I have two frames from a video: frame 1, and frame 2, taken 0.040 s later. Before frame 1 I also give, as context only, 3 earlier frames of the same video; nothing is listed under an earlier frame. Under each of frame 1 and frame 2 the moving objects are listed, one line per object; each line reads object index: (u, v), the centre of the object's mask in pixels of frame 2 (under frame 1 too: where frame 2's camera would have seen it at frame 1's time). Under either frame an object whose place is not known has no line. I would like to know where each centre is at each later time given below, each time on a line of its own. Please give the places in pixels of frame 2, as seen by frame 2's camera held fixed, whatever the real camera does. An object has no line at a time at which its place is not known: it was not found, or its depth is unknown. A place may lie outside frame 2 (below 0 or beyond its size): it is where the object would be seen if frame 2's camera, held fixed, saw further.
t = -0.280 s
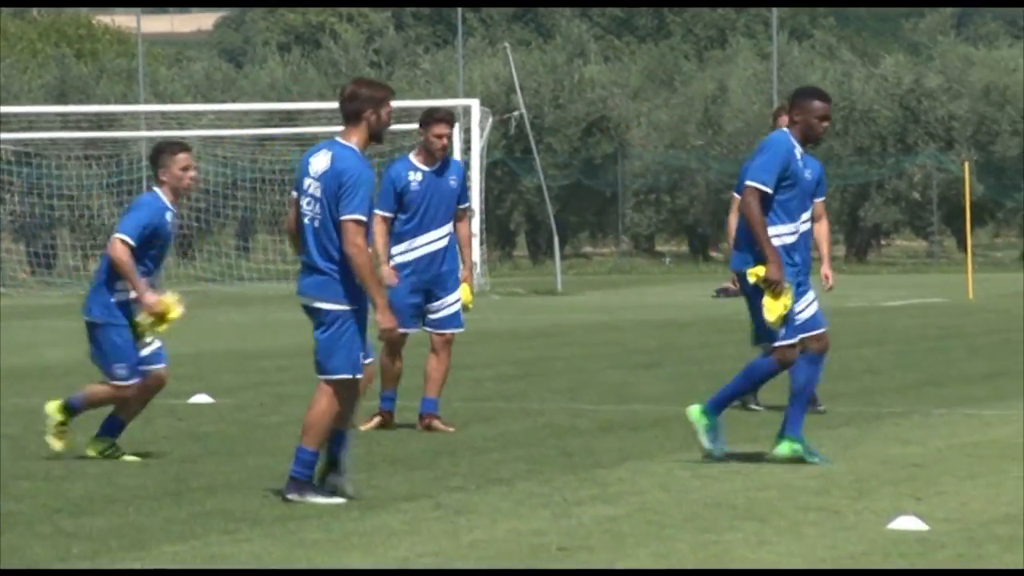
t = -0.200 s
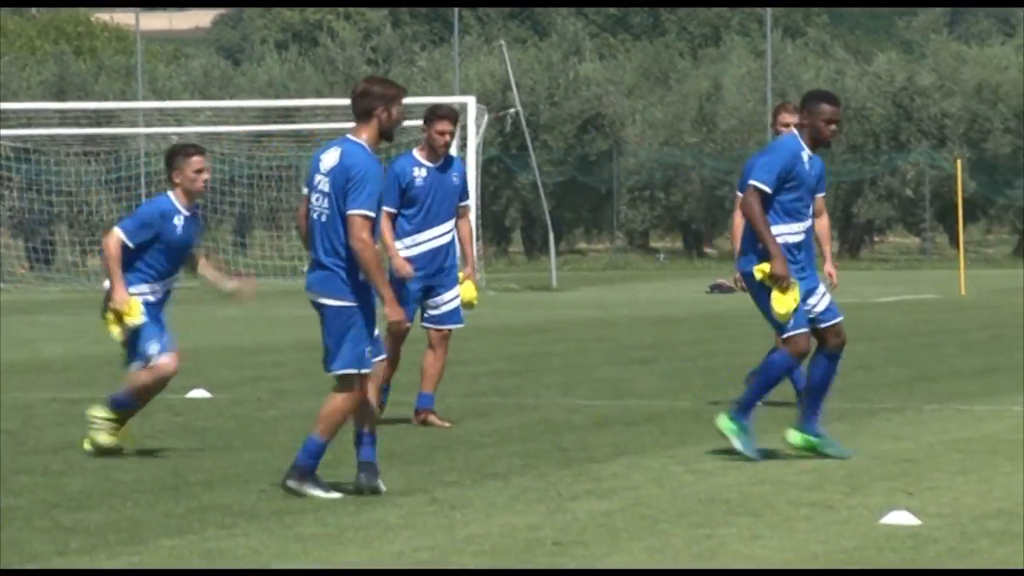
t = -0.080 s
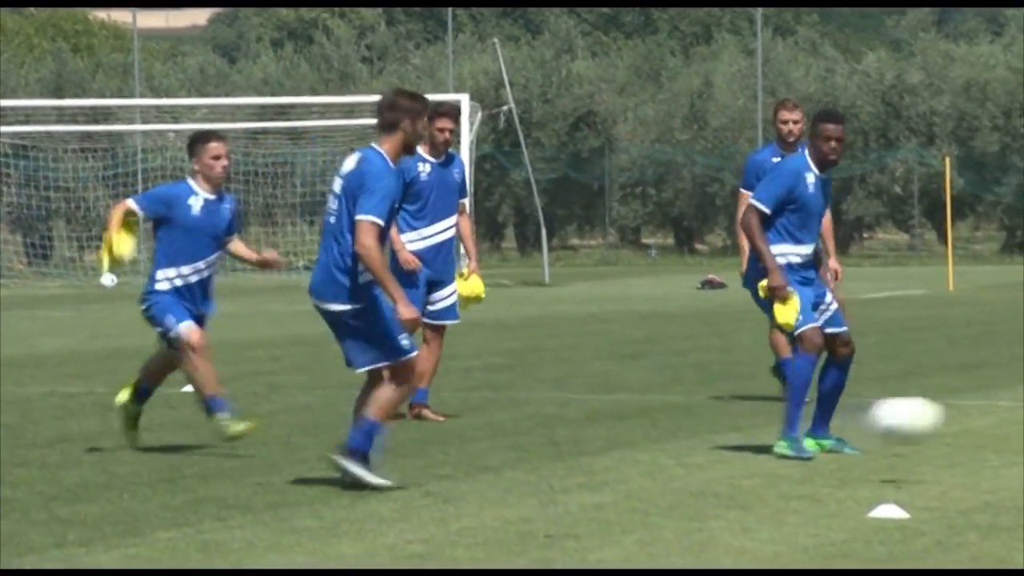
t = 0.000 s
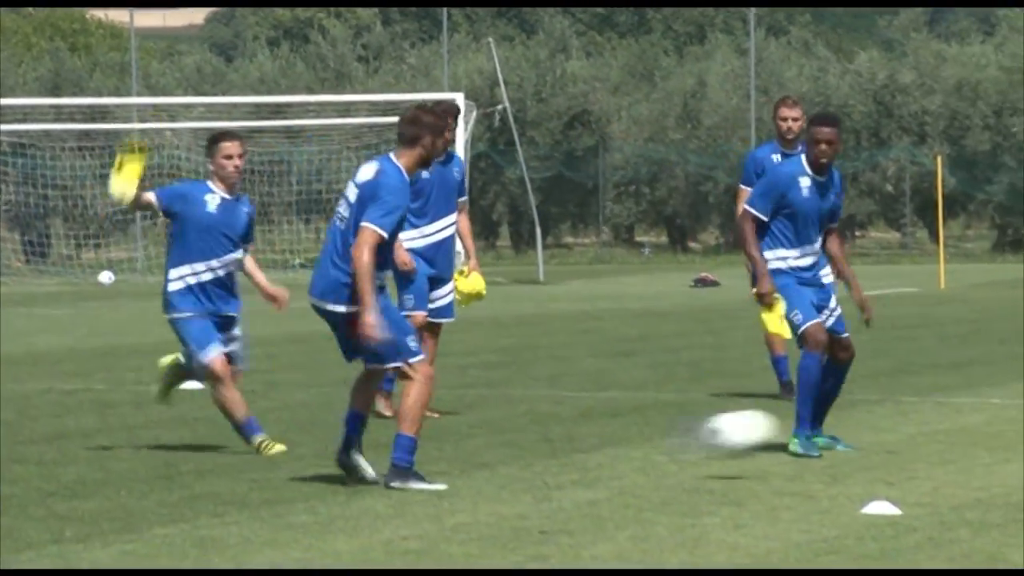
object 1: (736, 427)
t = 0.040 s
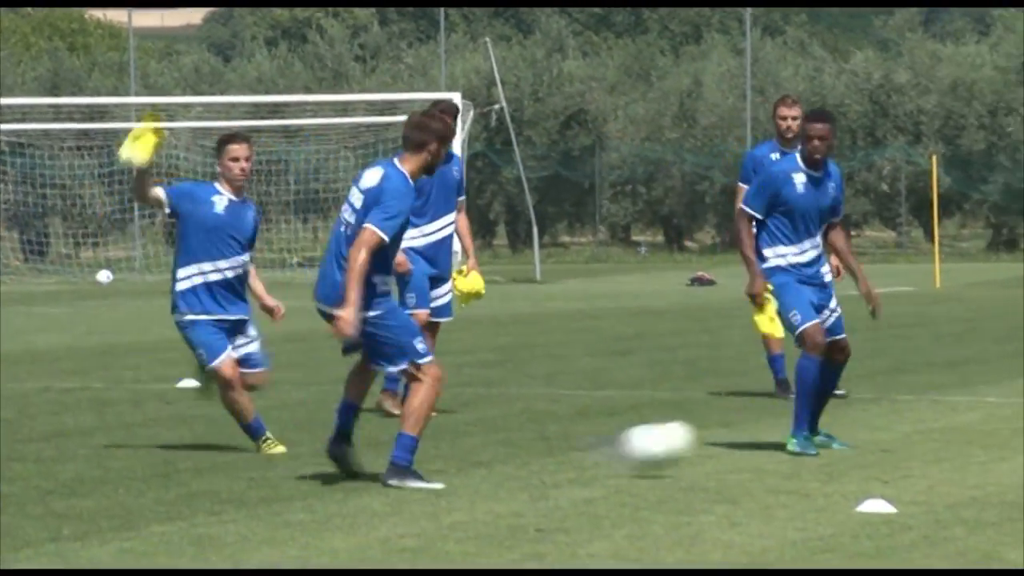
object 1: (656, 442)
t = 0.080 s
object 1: (583, 451)
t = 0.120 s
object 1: (519, 445)
